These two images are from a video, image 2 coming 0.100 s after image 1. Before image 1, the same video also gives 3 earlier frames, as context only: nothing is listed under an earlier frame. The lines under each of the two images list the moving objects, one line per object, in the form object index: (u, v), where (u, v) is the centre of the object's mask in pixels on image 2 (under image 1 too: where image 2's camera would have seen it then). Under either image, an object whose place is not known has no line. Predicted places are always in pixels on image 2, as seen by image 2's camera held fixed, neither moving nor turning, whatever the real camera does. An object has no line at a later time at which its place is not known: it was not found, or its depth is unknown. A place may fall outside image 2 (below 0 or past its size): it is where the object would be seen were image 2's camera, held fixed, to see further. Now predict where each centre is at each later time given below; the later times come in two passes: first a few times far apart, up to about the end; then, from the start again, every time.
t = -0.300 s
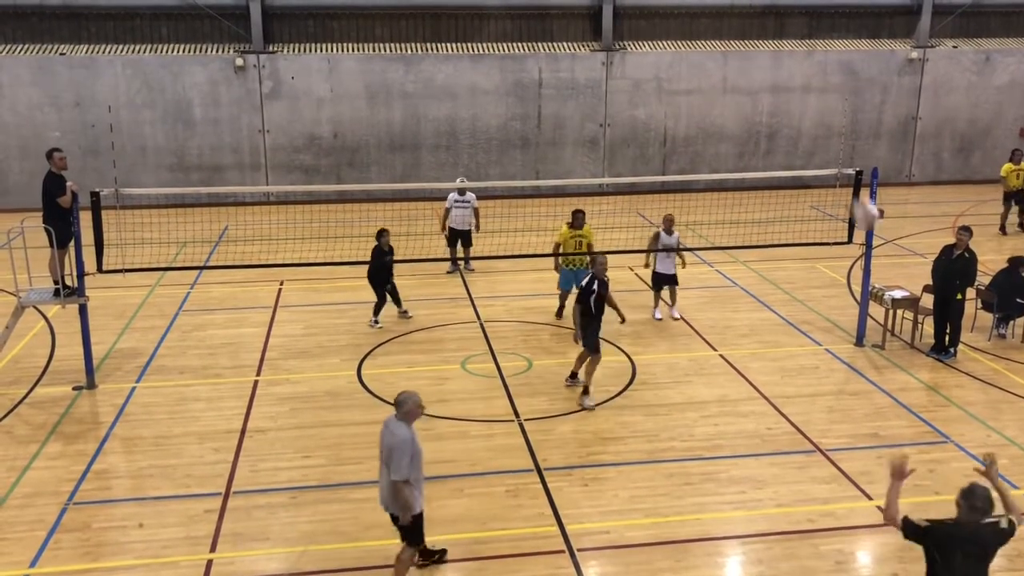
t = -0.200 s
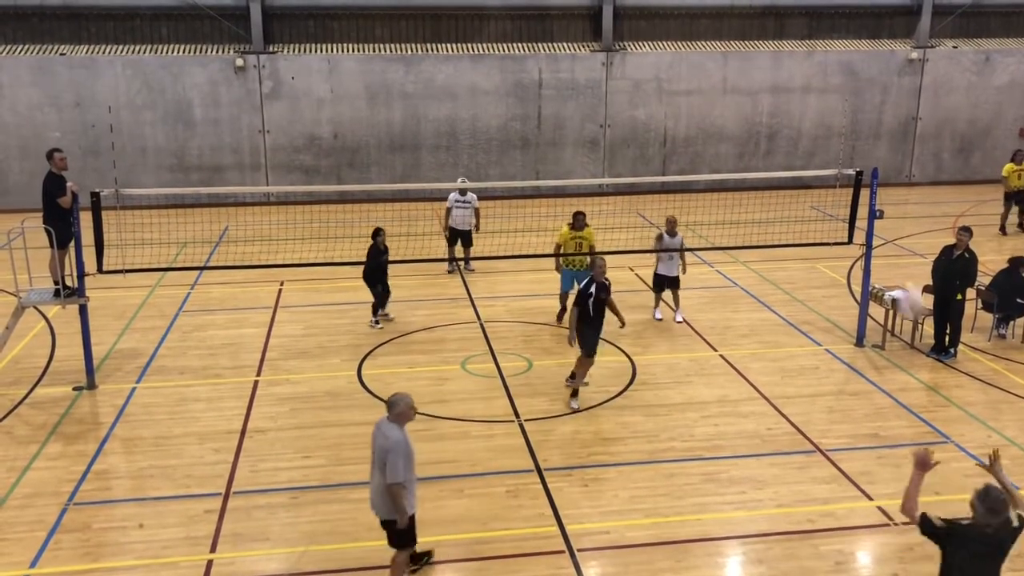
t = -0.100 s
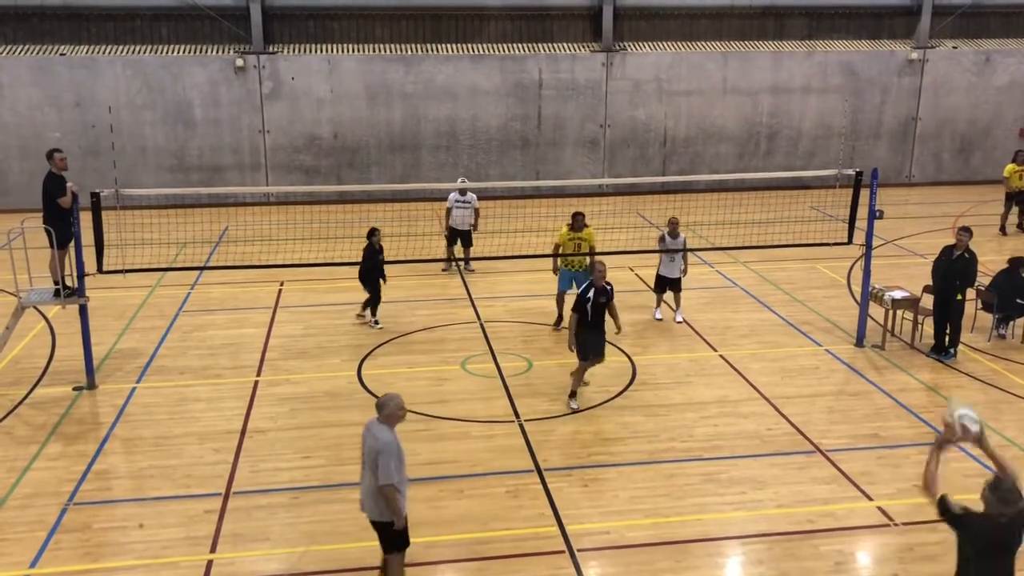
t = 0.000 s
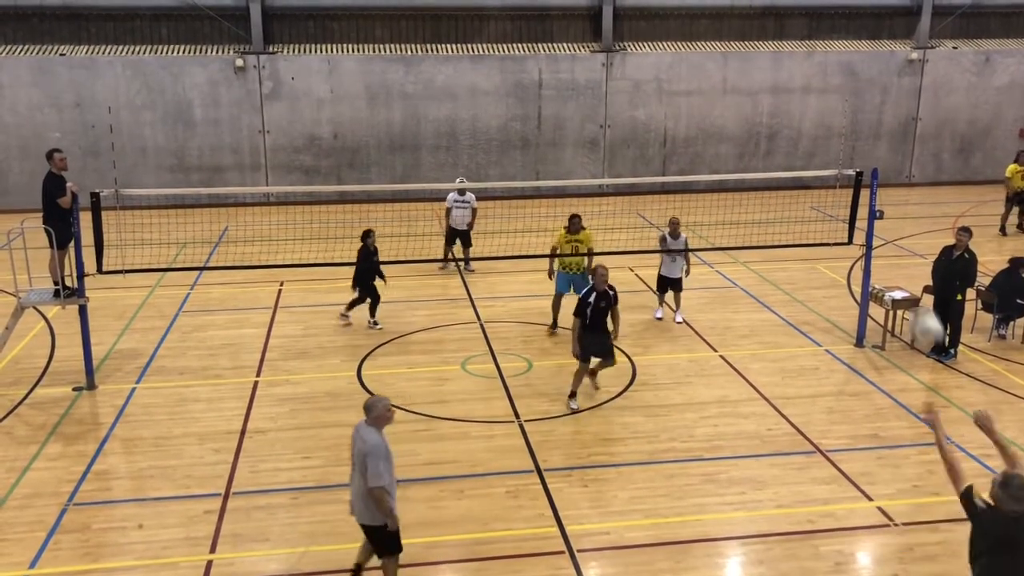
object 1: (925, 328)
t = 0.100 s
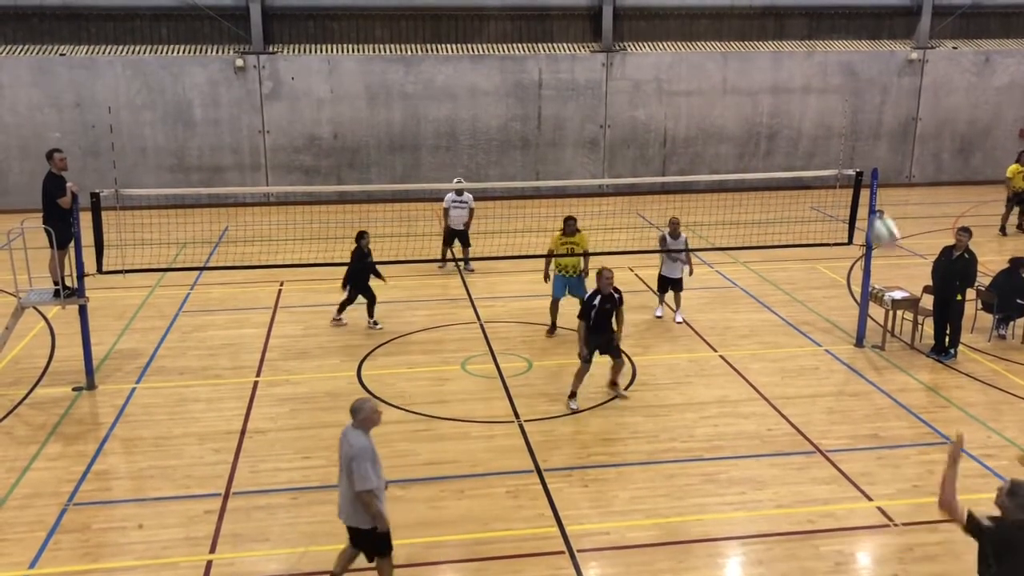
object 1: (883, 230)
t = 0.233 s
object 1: (831, 139)
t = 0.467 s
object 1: (749, 54)
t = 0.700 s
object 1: (680, 48)
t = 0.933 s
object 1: (628, 100)
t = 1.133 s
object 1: (588, 171)
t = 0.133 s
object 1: (869, 205)
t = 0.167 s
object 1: (856, 178)
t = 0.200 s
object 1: (843, 158)
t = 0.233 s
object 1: (831, 139)
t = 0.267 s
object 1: (817, 122)
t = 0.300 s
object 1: (805, 104)
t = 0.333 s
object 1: (795, 91)
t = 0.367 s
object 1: (782, 81)
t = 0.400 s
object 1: (770, 71)
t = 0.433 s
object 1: (760, 62)
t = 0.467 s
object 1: (749, 54)
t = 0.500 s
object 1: (738, 48)
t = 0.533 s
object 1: (728, 45)
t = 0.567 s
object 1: (718, 43)
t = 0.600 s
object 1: (707, 42)
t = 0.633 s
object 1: (699, 43)
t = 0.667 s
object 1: (690, 45)
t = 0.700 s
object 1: (680, 48)
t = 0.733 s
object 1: (671, 52)
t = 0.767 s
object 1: (663, 60)
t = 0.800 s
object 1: (654, 65)
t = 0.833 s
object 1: (648, 71)
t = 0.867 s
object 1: (640, 79)
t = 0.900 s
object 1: (632, 89)
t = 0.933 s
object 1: (628, 100)
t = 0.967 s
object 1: (622, 112)
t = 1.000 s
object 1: (612, 121)
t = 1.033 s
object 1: (607, 131)
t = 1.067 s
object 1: (599, 144)
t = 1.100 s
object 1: (593, 157)
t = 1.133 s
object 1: (588, 171)
